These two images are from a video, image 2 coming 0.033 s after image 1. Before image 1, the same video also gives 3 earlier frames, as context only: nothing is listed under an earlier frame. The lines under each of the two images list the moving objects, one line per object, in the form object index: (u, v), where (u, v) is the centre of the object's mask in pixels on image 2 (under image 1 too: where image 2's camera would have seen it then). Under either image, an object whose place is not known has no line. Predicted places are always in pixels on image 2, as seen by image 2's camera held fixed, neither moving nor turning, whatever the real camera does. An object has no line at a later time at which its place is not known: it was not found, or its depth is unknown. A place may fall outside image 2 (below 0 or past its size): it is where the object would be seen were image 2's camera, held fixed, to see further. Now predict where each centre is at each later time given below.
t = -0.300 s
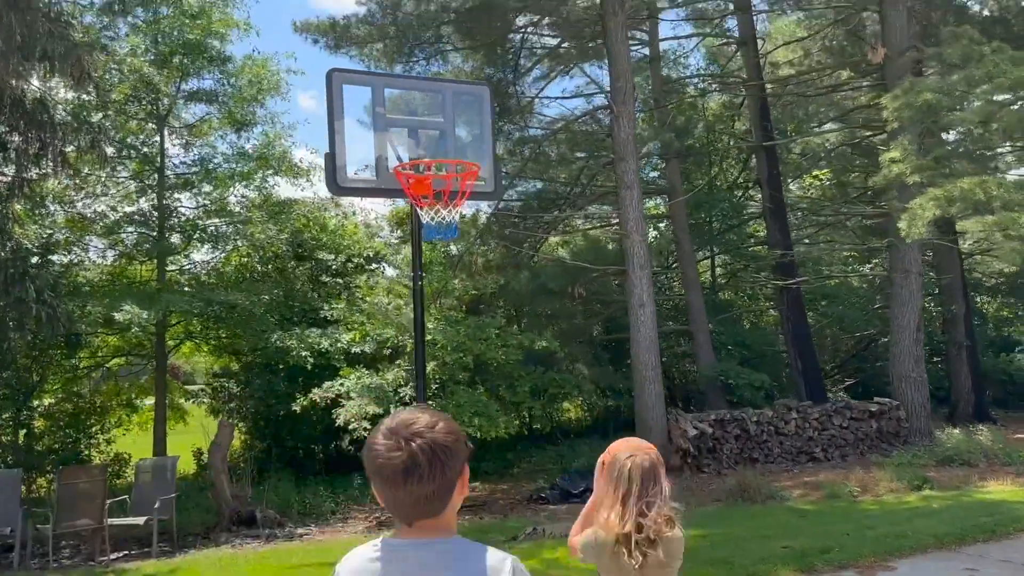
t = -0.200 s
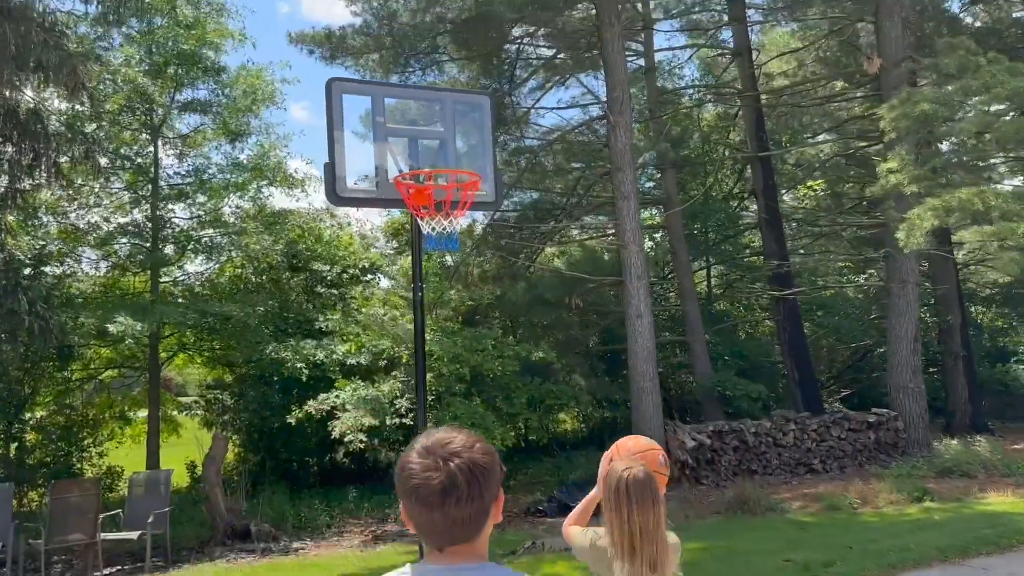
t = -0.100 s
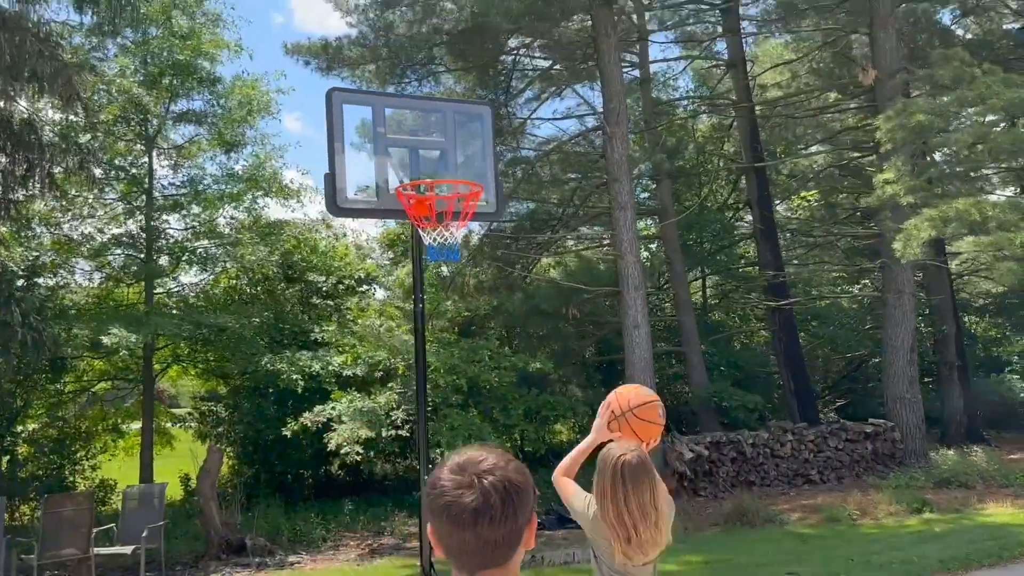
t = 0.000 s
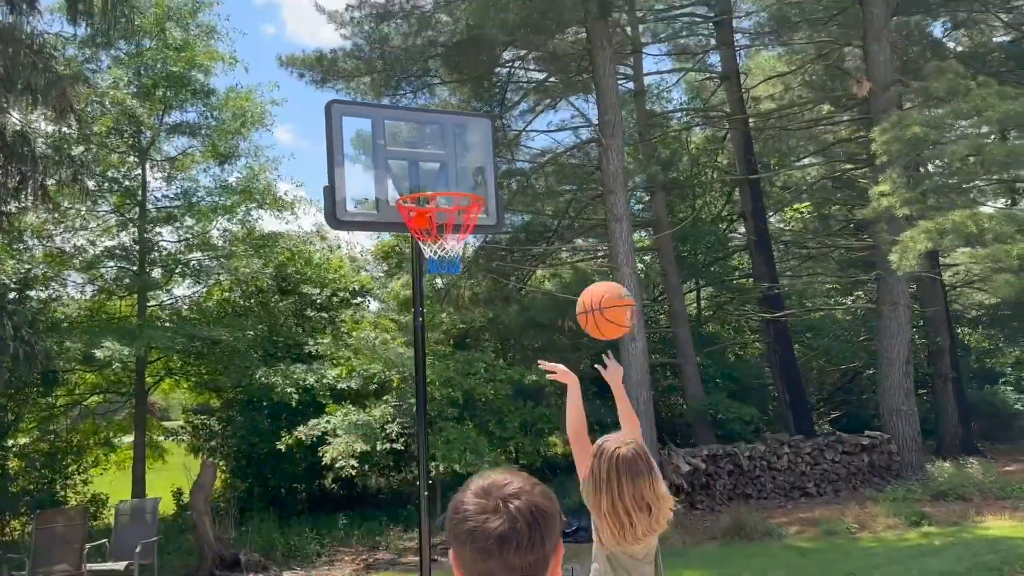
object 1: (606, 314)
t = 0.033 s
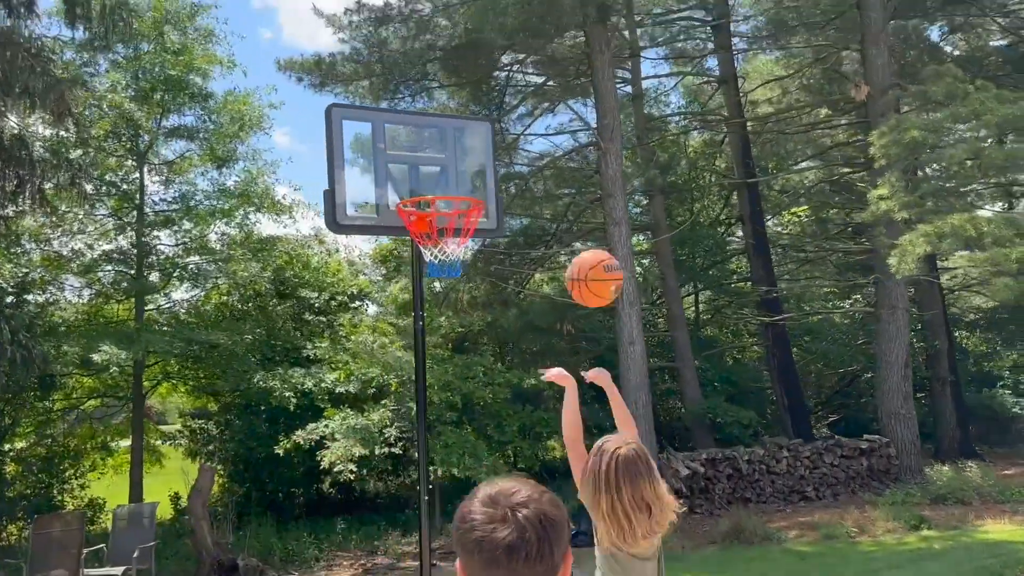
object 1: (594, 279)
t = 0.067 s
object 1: (583, 247)
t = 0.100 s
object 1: (573, 220)
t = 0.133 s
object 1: (565, 196)
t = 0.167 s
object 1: (557, 176)
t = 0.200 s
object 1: (551, 160)
